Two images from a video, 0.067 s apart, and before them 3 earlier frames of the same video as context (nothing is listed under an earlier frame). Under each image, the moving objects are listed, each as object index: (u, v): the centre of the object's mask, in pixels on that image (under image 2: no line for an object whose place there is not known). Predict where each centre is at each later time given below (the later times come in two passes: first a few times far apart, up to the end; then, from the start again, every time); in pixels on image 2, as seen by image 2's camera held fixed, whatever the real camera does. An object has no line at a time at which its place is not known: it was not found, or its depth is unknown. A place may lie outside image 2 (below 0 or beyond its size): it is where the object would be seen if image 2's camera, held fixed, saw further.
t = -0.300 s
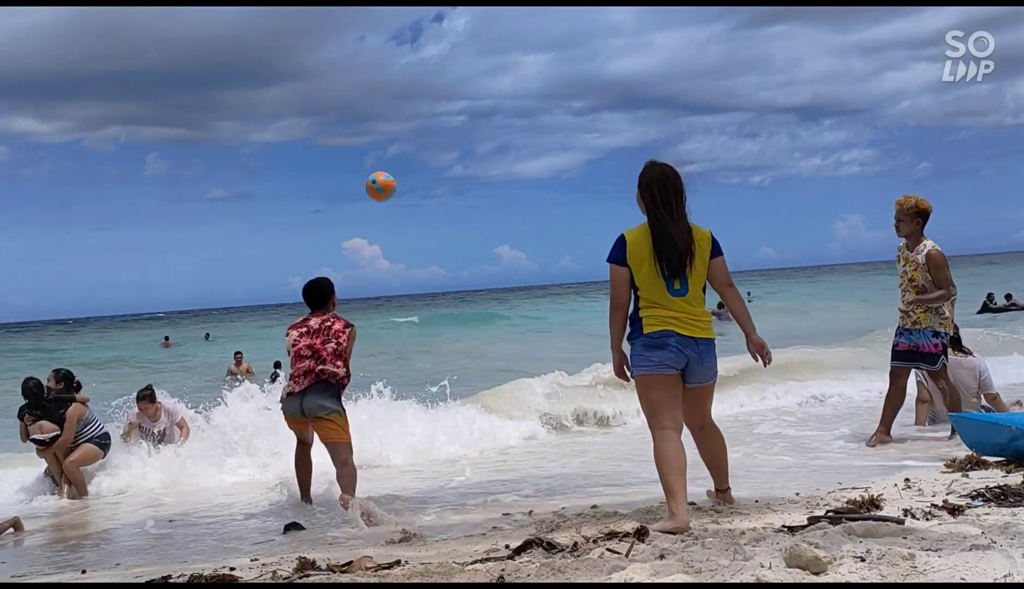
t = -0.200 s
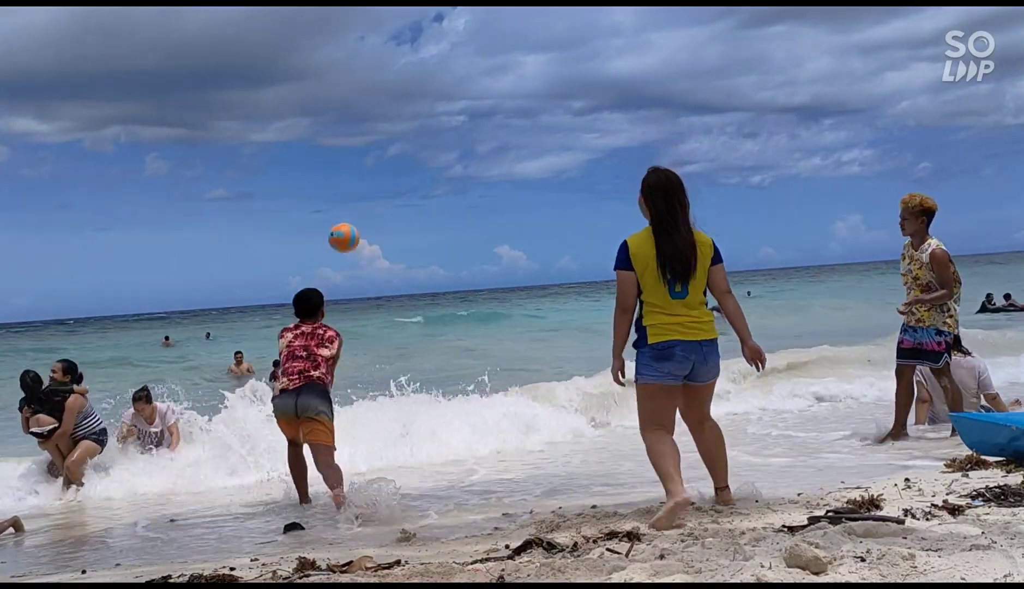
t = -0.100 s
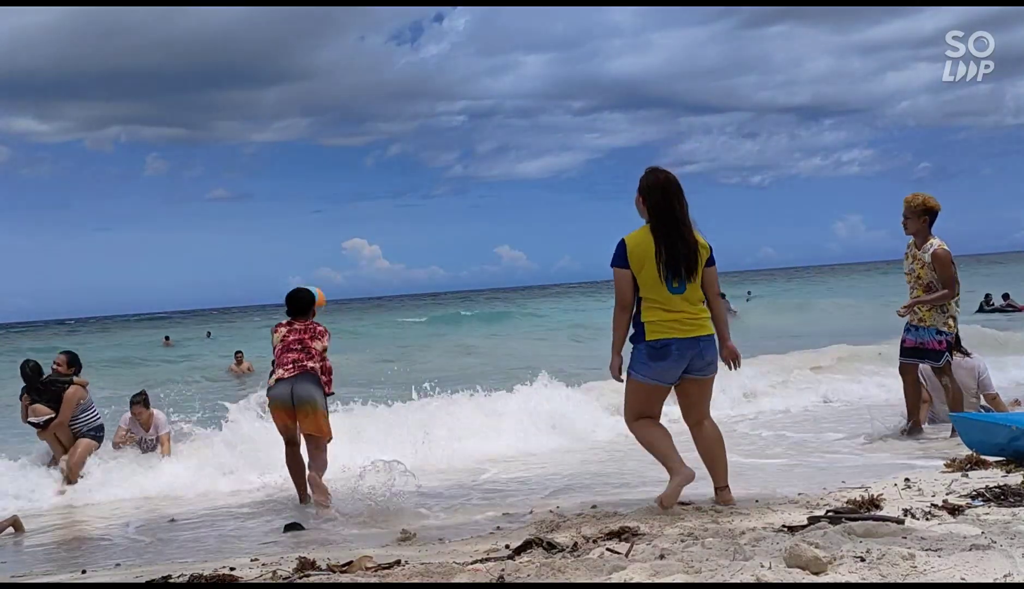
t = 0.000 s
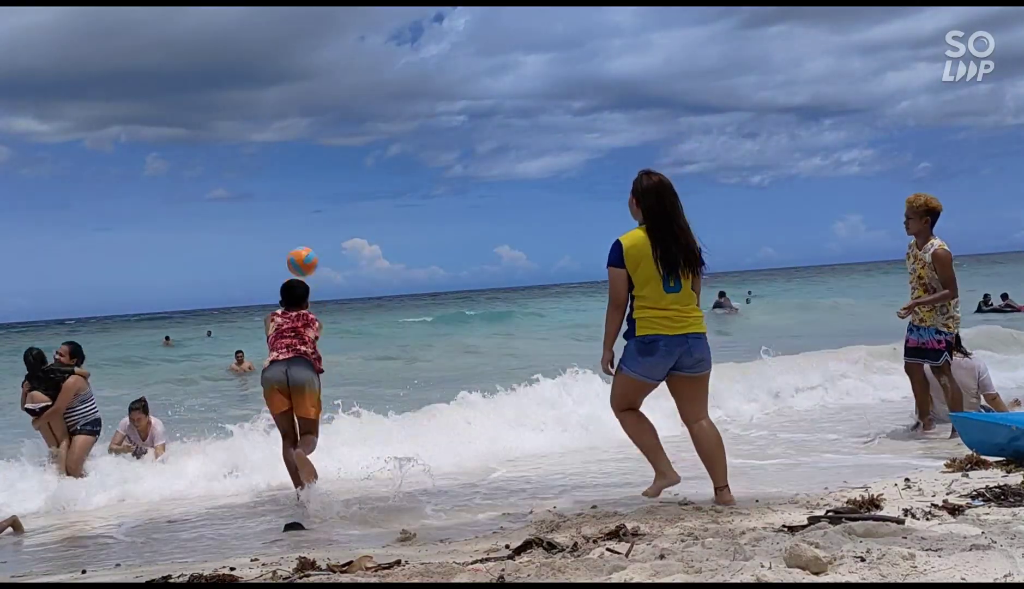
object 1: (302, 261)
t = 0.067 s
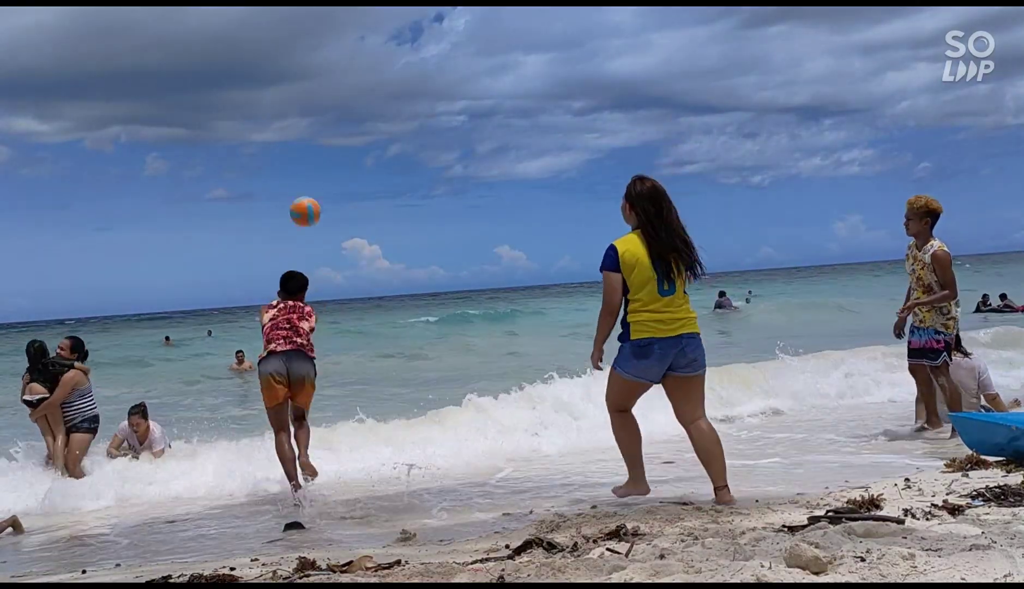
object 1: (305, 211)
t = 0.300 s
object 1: (320, 87)
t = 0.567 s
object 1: (346, 42)
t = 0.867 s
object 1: (387, 109)
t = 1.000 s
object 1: (408, 177)
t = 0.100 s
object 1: (307, 189)
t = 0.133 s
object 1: (309, 168)
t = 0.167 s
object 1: (311, 148)
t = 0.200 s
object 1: (313, 131)
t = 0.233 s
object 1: (315, 114)
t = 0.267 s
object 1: (317, 99)
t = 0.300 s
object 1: (320, 87)
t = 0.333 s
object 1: (323, 76)
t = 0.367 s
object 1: (326, 67)
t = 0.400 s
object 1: (328, 59)
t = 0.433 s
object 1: (332, 52)
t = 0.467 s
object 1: (335, 47)
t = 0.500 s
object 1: (338, 44)
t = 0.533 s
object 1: (342, 42)
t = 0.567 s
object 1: (346, 42)
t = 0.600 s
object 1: (349, 43)
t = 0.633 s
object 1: (354, 46)
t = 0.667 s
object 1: (358, 51)
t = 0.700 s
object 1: (362, 57)
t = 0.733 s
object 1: (367, 64)
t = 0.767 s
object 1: (372, 73)
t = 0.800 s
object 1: (376, 83)
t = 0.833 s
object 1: (381, 95)
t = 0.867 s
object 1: (387, 109)
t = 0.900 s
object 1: (391, 123)
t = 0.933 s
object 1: (397, 140)
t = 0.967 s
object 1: (403, 158)
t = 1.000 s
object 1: (408, 177)
